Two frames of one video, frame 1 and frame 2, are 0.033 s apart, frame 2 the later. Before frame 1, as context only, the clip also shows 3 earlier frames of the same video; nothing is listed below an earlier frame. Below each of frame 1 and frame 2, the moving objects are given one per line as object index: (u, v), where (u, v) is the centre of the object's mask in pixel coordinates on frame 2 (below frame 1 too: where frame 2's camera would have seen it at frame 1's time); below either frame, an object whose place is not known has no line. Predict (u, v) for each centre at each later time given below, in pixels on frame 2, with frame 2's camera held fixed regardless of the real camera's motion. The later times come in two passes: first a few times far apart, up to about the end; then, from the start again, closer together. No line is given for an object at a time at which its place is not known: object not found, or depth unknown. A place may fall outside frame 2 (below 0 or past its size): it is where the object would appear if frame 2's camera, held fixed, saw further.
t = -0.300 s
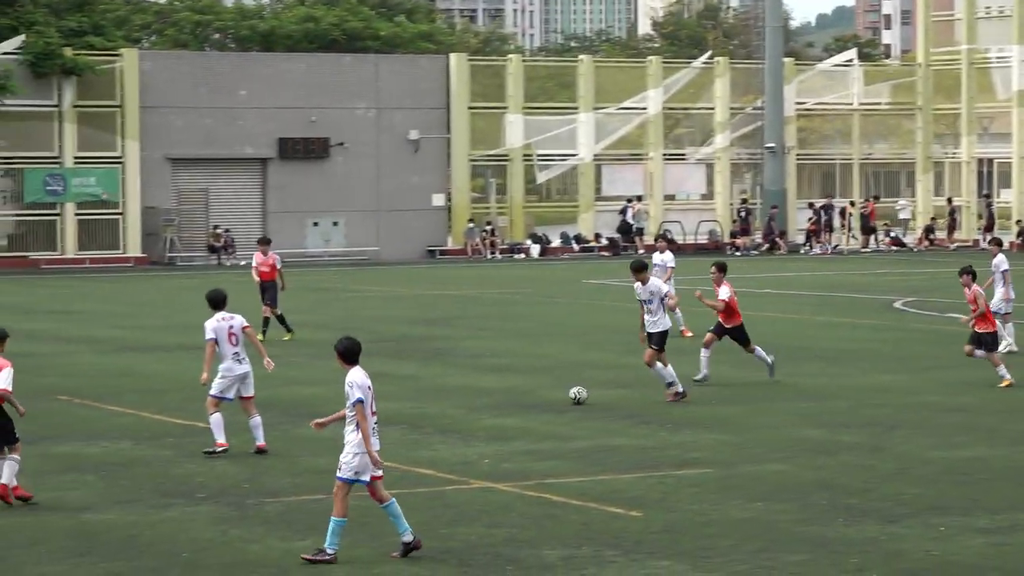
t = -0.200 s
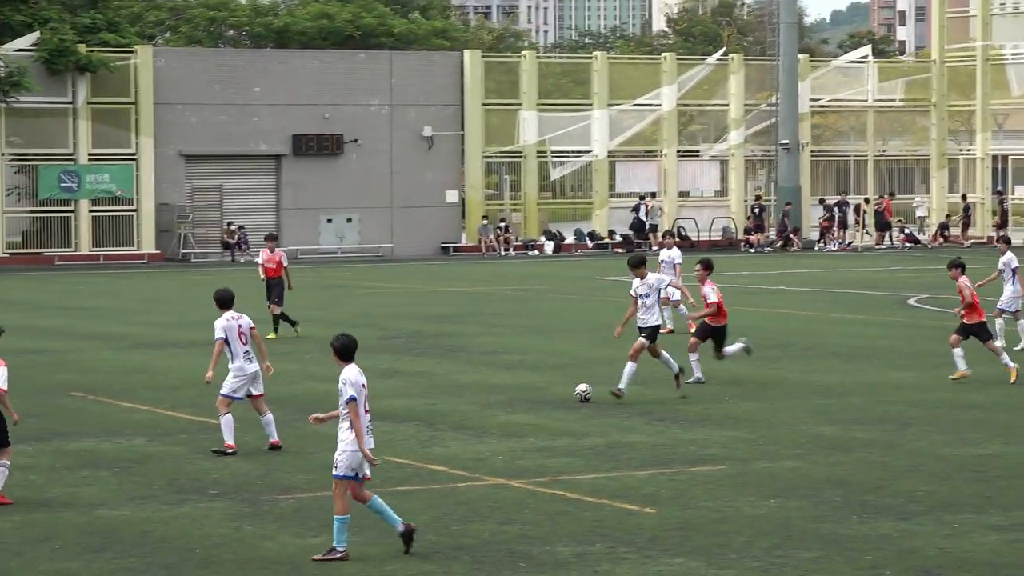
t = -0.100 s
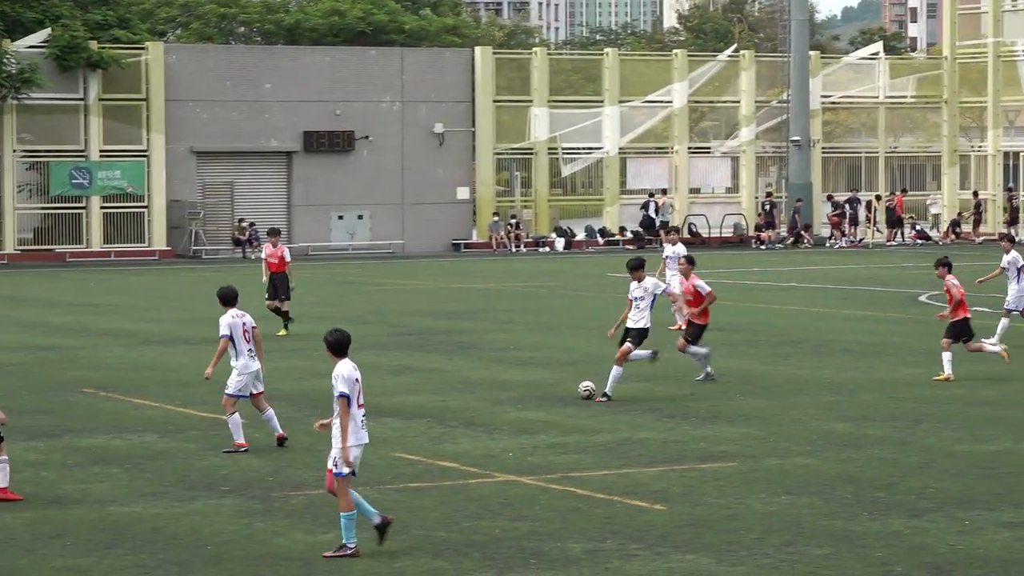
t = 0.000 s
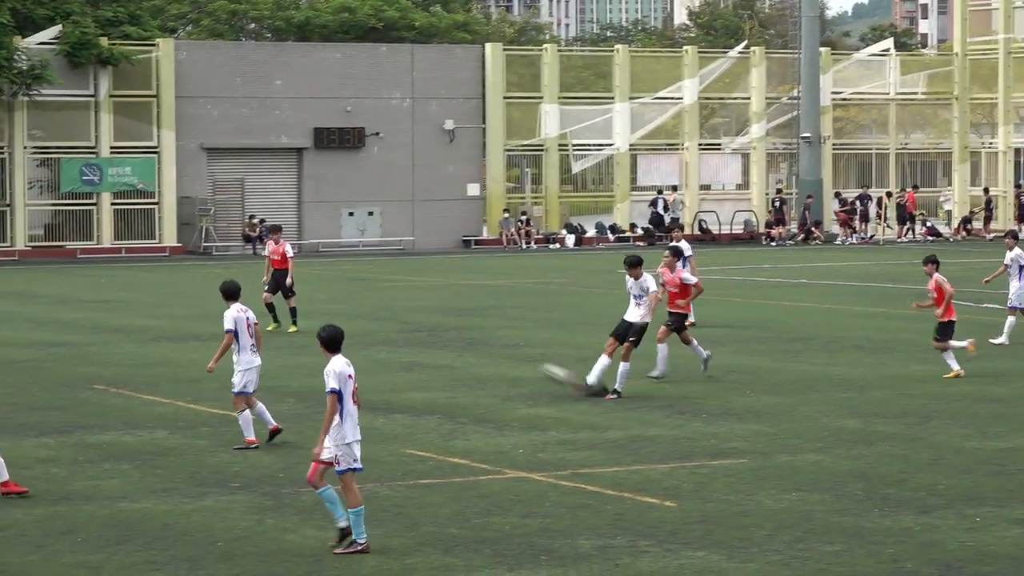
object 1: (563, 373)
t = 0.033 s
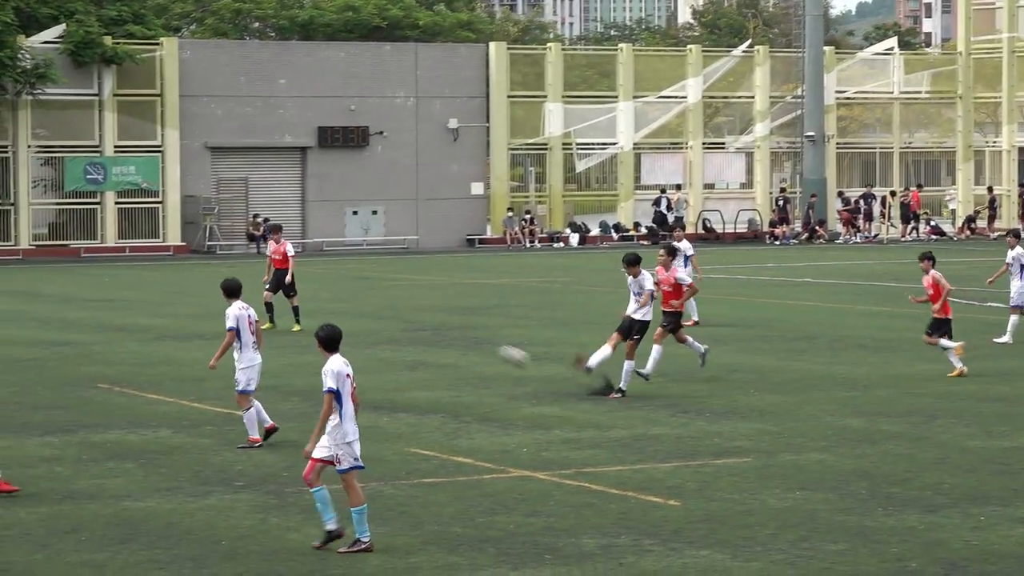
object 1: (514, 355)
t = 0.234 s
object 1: (218, 256)
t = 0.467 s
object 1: (-173, 150)
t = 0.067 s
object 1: (466, 338)
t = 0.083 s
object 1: (443, 329)
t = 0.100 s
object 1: (418, 320)
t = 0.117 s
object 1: (393, 313)
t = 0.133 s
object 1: (369, 306)
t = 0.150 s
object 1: (345, 297)
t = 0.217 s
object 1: (241, 265)
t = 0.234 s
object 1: (218, 256)
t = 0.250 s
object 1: (197, 248)
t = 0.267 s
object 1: (166, 240)
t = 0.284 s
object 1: (138, 231)
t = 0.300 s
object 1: (112, 226)
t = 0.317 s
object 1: (85, 216)
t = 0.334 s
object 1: (59, 209)
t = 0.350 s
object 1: (30, 203)
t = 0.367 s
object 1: (2, 194)
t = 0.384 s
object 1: (-25, 186)
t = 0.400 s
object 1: (-52, 179)
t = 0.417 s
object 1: (-81, 172)
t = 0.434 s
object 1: (-111, 165)
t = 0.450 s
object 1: (-141, 157)
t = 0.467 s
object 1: (-173, 150)
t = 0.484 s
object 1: (-204, 141)
